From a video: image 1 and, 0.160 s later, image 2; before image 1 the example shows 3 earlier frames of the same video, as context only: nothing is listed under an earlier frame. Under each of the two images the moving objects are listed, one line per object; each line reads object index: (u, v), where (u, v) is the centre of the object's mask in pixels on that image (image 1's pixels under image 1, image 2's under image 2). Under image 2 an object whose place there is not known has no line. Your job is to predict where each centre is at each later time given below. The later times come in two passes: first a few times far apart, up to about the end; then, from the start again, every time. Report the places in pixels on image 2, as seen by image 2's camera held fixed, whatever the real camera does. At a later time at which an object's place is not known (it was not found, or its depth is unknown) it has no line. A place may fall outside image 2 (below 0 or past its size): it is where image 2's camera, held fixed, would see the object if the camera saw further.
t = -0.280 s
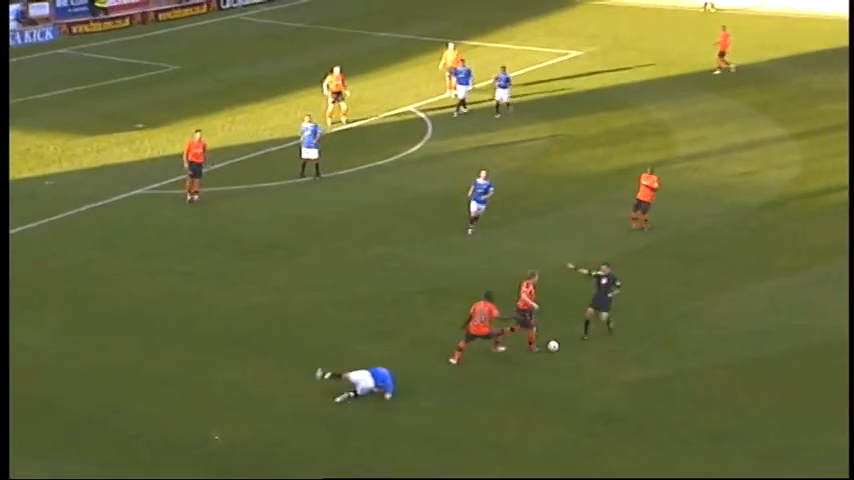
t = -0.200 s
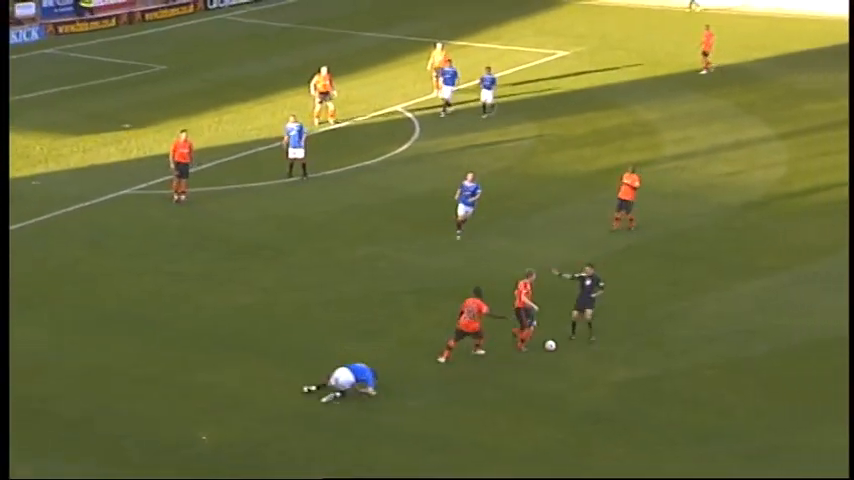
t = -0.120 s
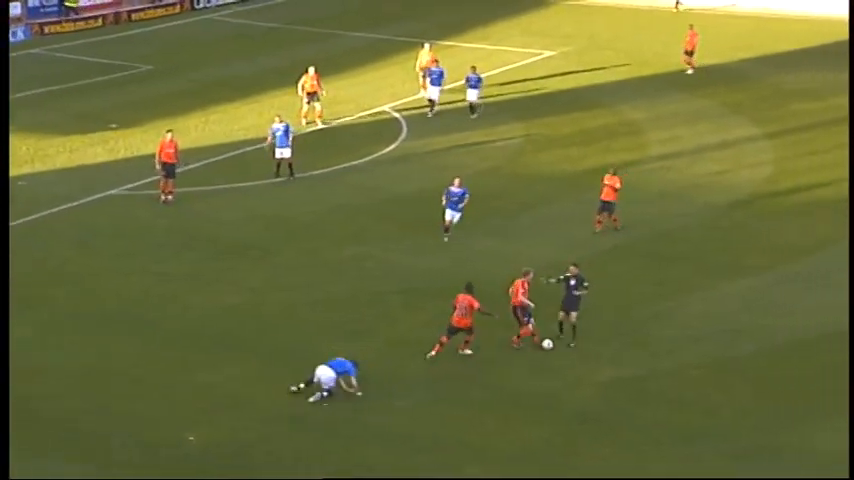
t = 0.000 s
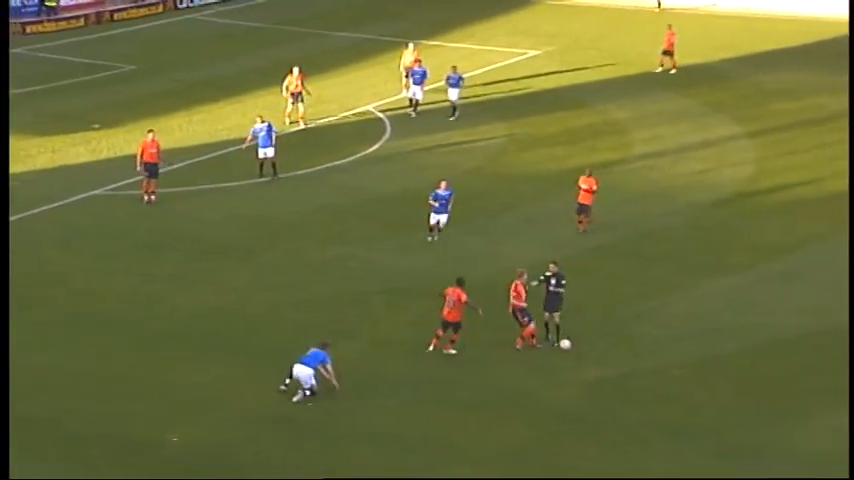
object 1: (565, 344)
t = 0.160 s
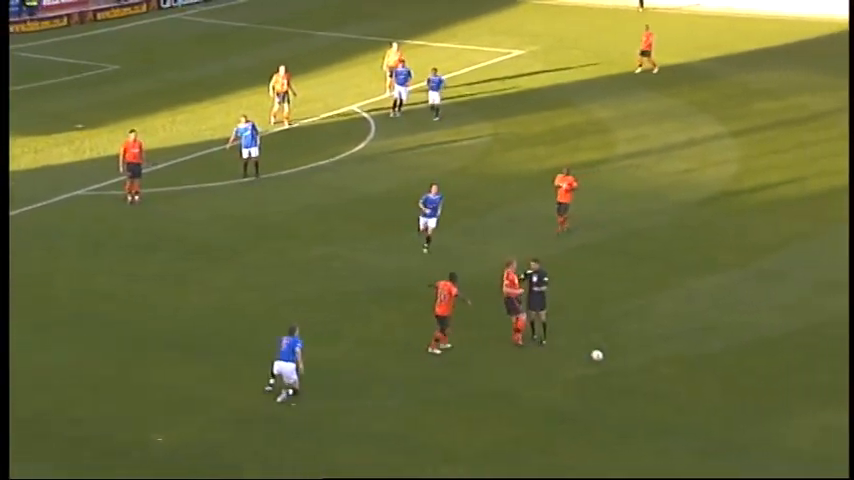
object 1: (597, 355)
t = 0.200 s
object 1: (608, 357)
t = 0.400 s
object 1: (655, 364)
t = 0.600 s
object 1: (690, 368)
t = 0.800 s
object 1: (727, 371)
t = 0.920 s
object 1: (747, 375)
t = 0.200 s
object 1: (608, 357)
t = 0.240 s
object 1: (617, 358)
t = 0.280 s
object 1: (627, 358)
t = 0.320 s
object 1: (637, 360)
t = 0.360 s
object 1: (646, 362)
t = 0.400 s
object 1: (655, 364)
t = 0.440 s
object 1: (663, 364)
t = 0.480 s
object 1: (669, 365)
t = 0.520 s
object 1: (675, 366)
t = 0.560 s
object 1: (683, 368)
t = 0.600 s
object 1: (690, 368)
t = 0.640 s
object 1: (698, 368)
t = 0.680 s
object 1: (705, 369)
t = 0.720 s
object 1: (713, 370)
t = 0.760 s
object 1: (720, 370)
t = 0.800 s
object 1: (727, 371)
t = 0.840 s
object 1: (734, 372)
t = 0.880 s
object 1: (741, 373)
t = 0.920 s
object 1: (747, 375)
